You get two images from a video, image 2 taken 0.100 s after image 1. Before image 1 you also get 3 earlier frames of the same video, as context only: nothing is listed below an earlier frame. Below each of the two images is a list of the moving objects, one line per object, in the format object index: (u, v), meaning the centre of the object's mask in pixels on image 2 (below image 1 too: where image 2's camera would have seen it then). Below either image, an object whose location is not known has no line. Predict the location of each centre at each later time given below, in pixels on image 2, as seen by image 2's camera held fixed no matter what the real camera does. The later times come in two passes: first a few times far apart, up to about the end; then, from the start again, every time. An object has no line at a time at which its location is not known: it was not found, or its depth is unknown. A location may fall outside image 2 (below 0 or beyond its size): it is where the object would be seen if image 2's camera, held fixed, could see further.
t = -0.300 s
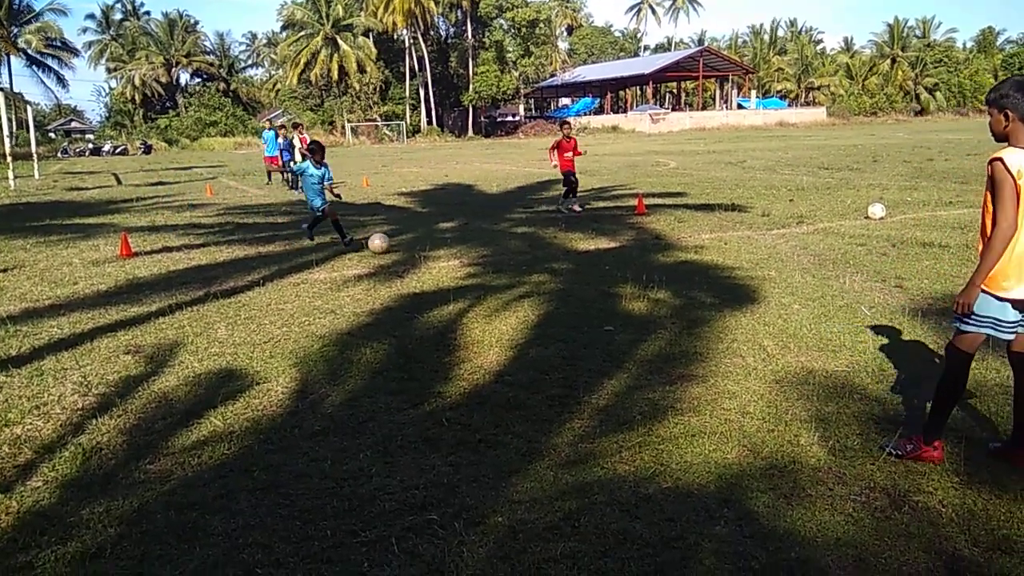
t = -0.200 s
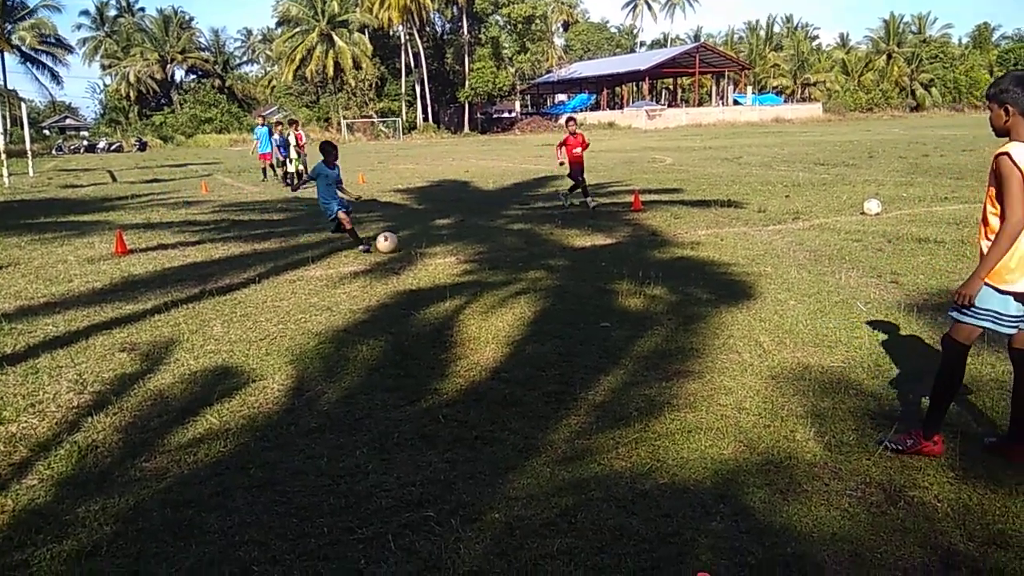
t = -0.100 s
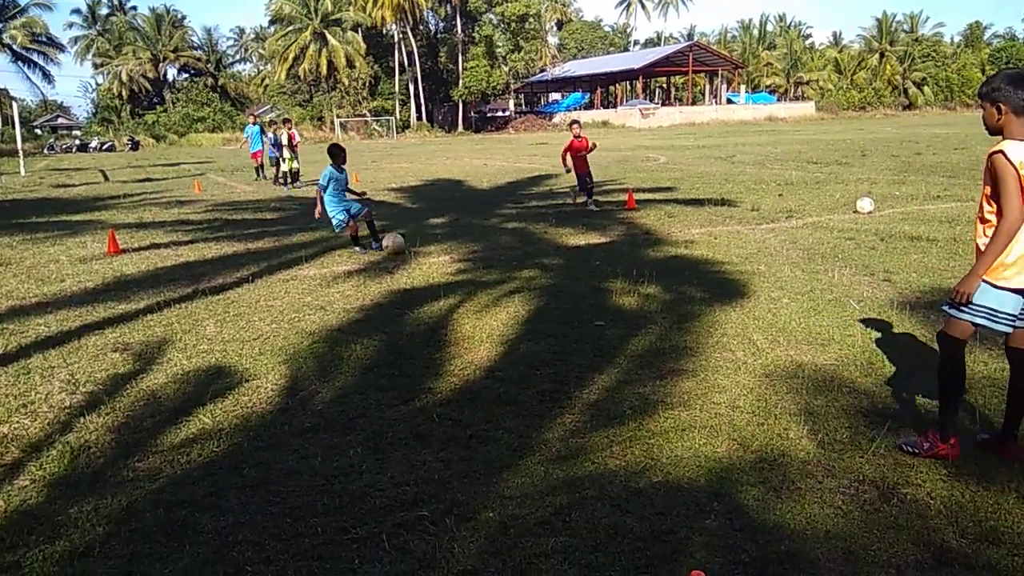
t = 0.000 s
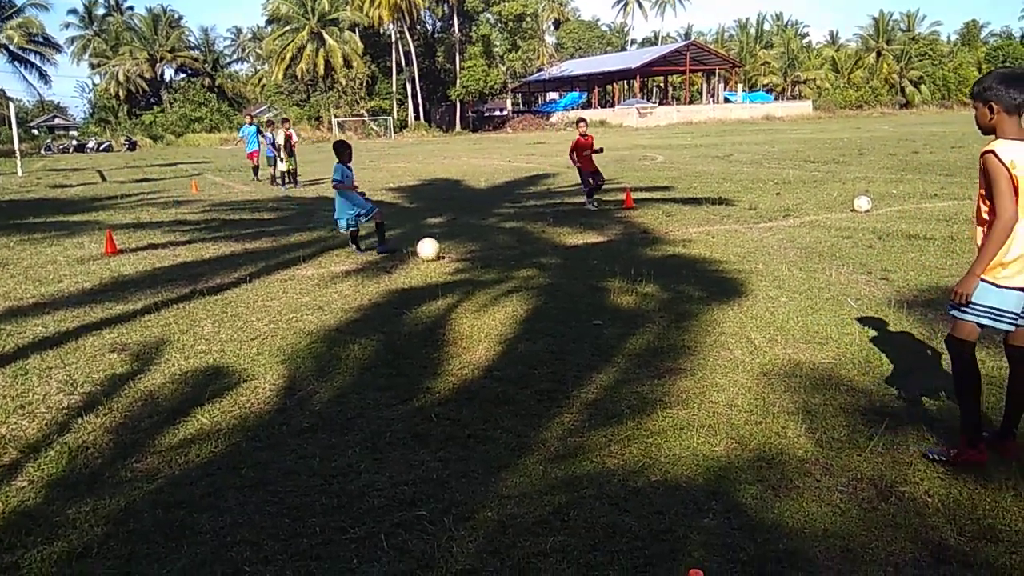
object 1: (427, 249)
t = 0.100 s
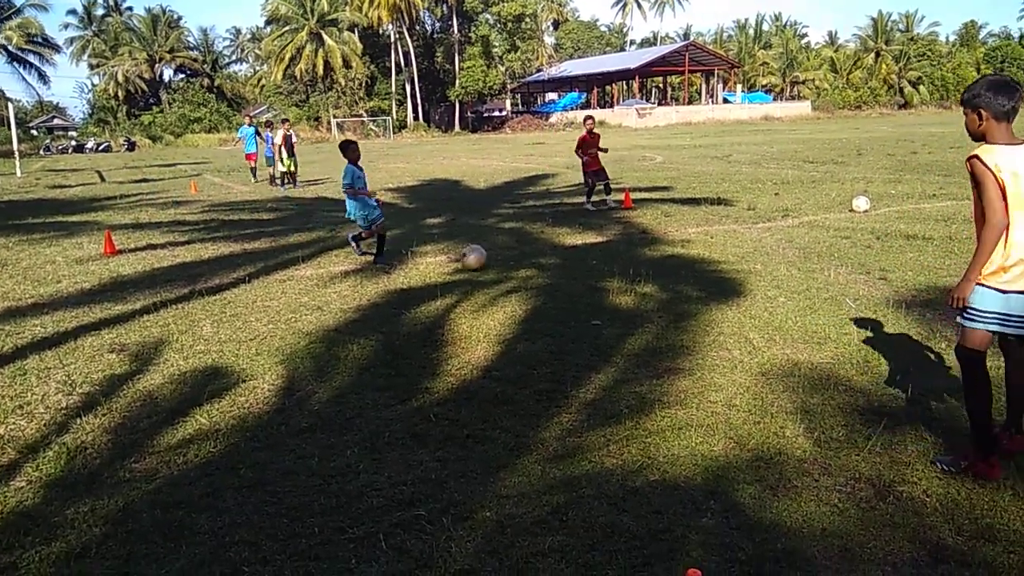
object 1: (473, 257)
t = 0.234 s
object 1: (539, 271)
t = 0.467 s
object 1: (665, 294)
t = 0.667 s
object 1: (796, 324)
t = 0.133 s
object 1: (489, 261)
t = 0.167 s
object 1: (506, 265)
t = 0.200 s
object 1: (523, 269)
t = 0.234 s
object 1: (539, 271)
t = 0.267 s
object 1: (557, 272)
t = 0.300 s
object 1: (575, 276)
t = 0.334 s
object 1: (594, 283)
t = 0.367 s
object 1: (612, 287)
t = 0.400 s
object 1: (628, 289)
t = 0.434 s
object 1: (645, 290)
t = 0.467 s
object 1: (665, 294)
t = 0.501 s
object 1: (685, 299)
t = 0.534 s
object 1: (706, 306)
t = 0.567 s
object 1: (725, 307)
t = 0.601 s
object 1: (747, 310)
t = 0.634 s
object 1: (771, 316)
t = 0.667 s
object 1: (796, 324)
